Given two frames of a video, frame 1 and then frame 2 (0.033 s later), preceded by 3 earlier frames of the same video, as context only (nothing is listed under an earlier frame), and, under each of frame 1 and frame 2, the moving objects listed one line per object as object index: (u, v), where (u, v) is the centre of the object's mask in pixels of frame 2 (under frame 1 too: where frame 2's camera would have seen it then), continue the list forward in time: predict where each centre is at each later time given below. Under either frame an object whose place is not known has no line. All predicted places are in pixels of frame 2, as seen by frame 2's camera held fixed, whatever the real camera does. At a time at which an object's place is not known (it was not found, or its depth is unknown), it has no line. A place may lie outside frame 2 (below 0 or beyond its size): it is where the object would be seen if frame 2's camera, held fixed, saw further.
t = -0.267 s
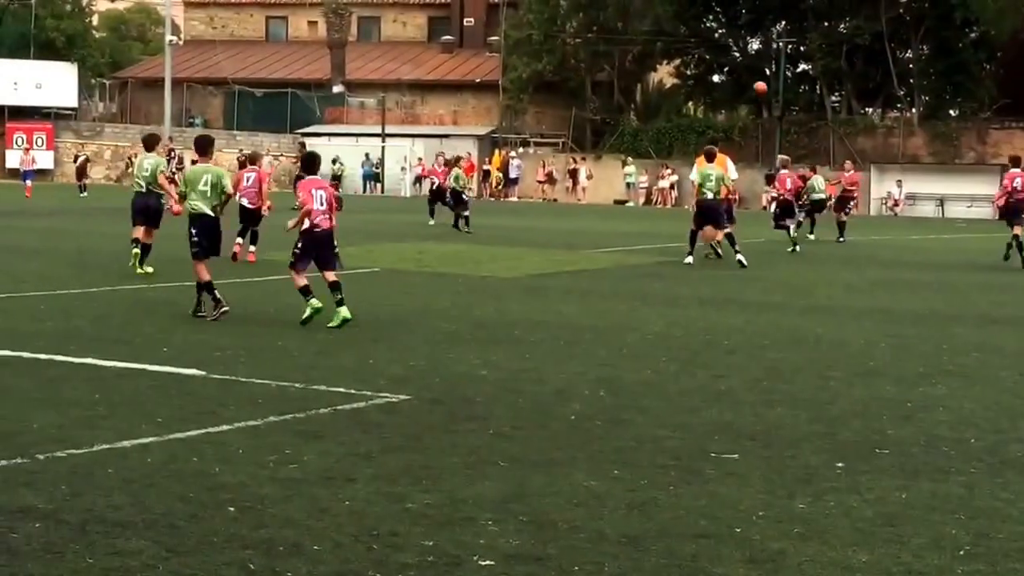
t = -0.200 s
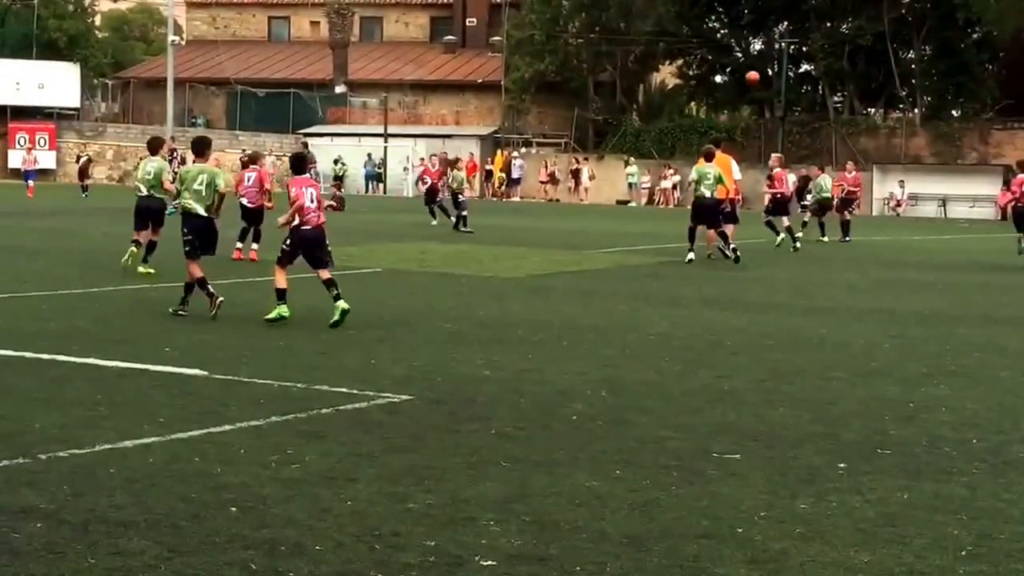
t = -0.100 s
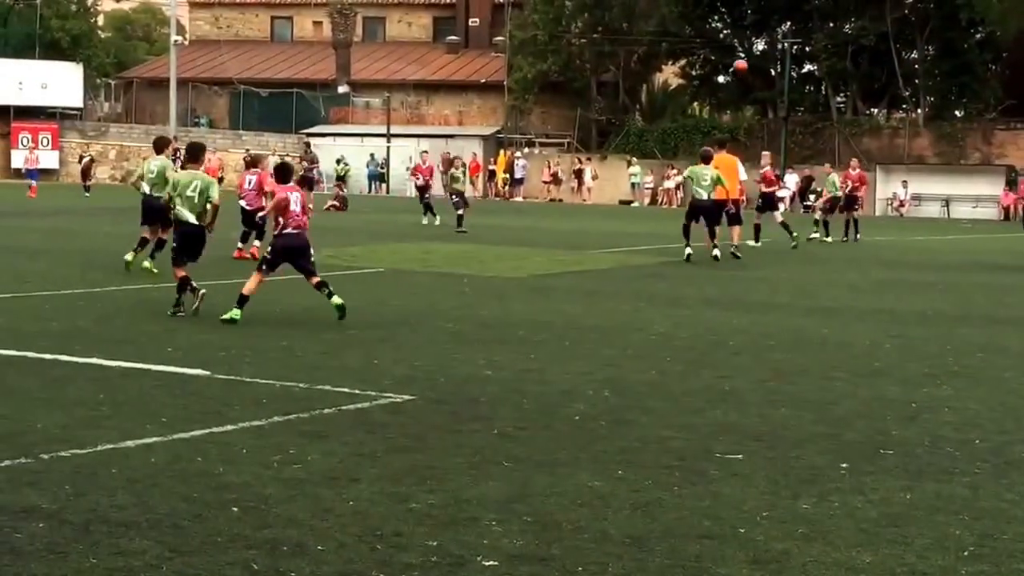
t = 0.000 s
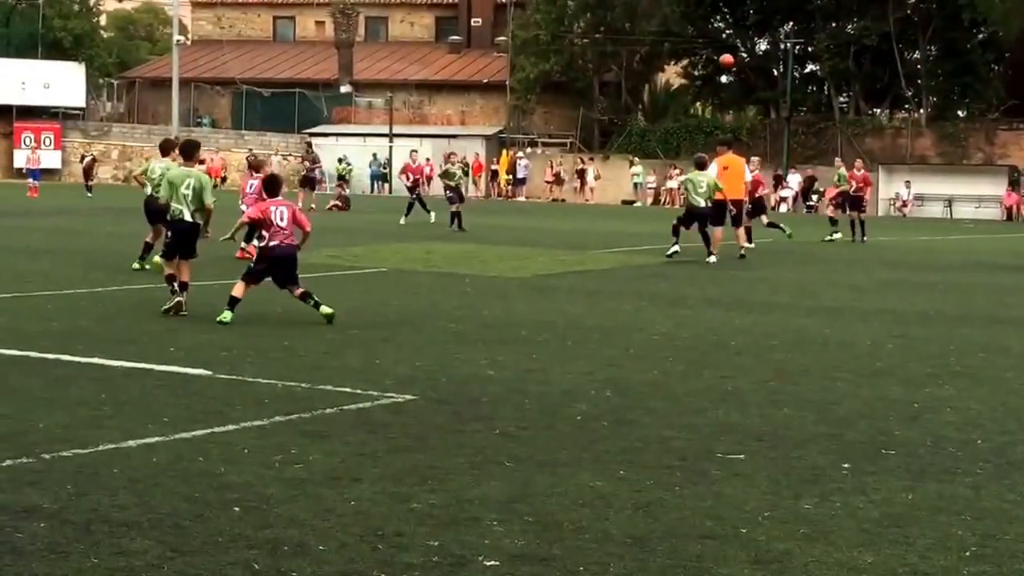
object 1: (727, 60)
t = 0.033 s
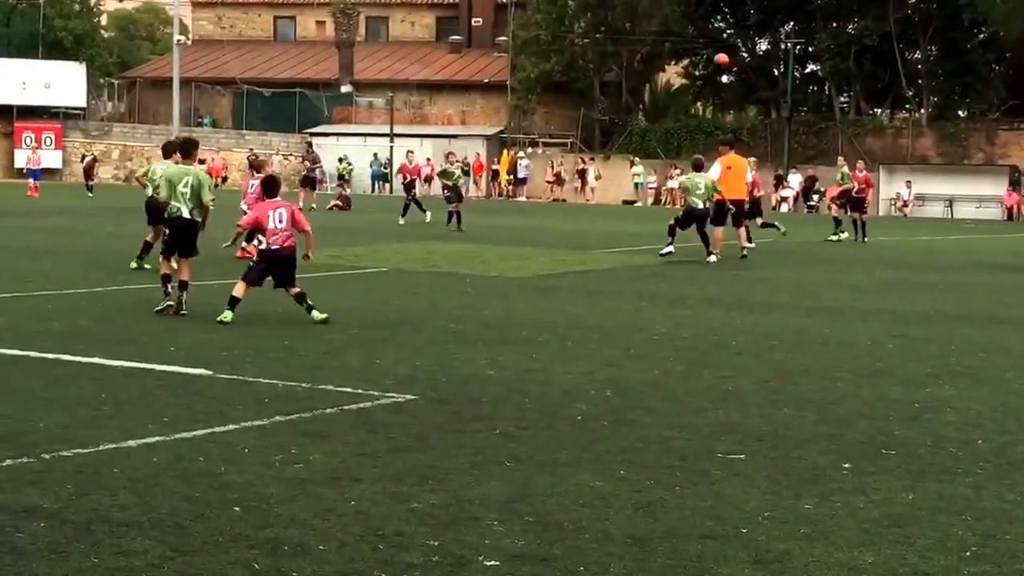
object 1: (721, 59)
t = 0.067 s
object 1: (715, 59)
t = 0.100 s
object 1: (710, 60)
